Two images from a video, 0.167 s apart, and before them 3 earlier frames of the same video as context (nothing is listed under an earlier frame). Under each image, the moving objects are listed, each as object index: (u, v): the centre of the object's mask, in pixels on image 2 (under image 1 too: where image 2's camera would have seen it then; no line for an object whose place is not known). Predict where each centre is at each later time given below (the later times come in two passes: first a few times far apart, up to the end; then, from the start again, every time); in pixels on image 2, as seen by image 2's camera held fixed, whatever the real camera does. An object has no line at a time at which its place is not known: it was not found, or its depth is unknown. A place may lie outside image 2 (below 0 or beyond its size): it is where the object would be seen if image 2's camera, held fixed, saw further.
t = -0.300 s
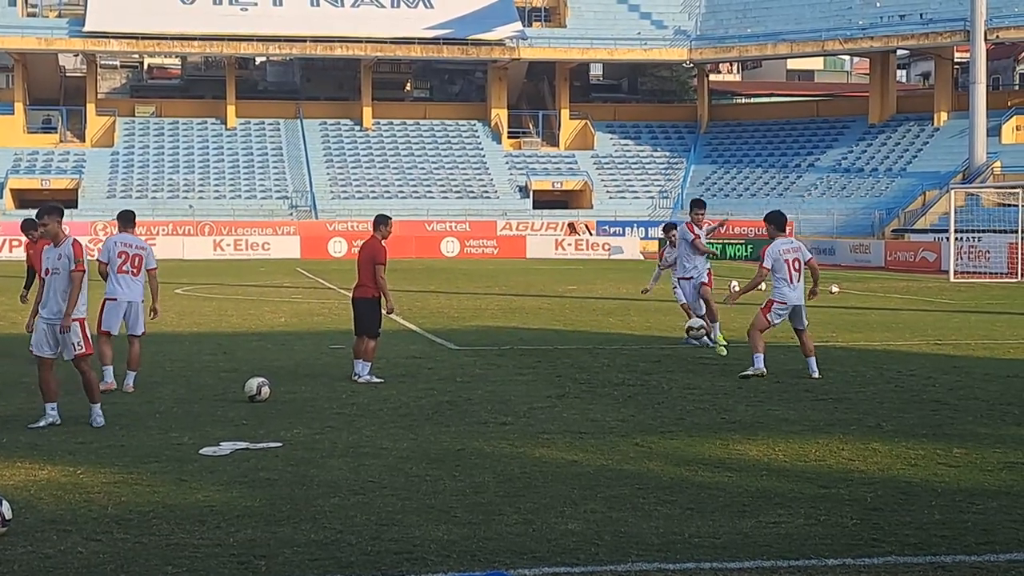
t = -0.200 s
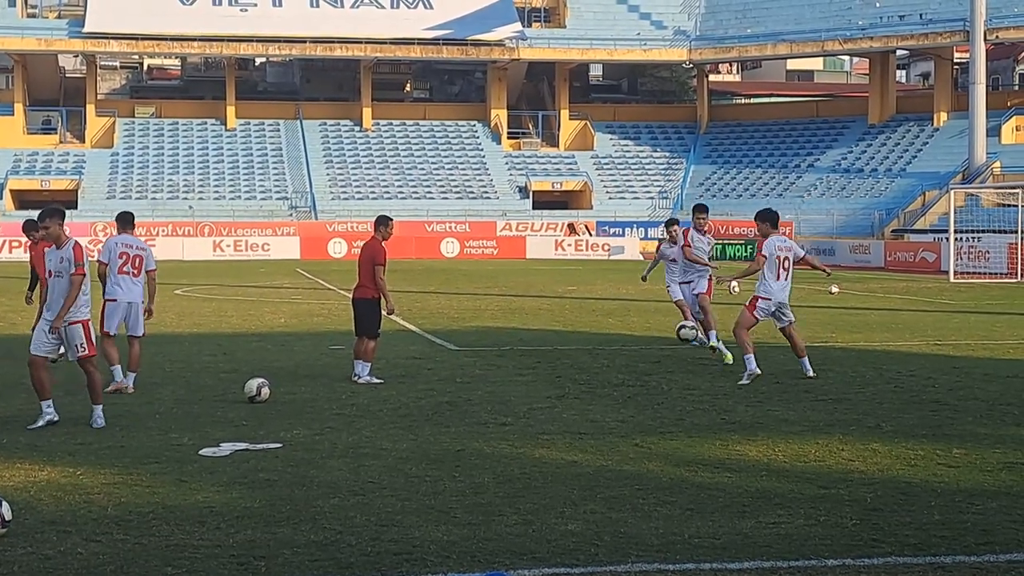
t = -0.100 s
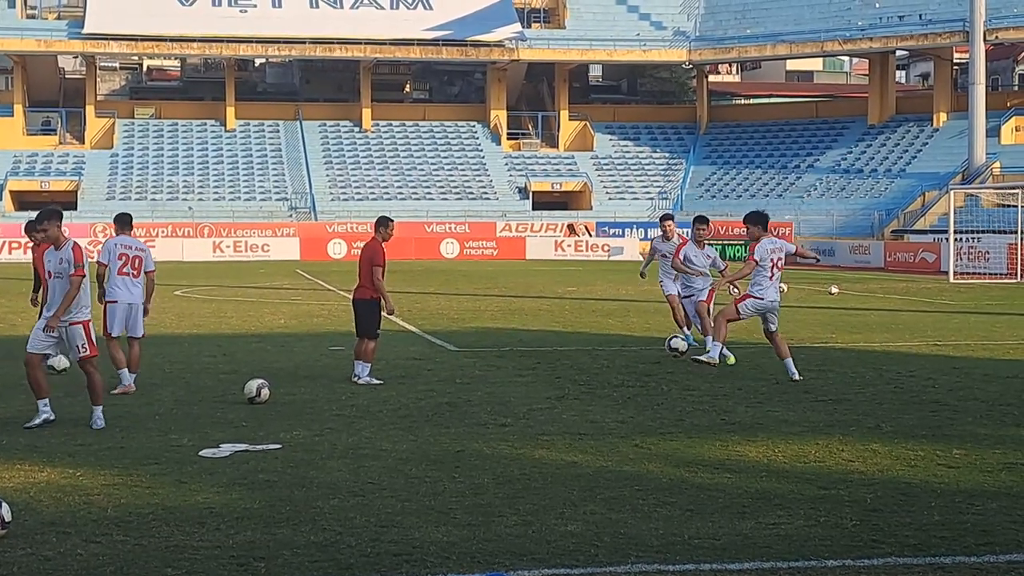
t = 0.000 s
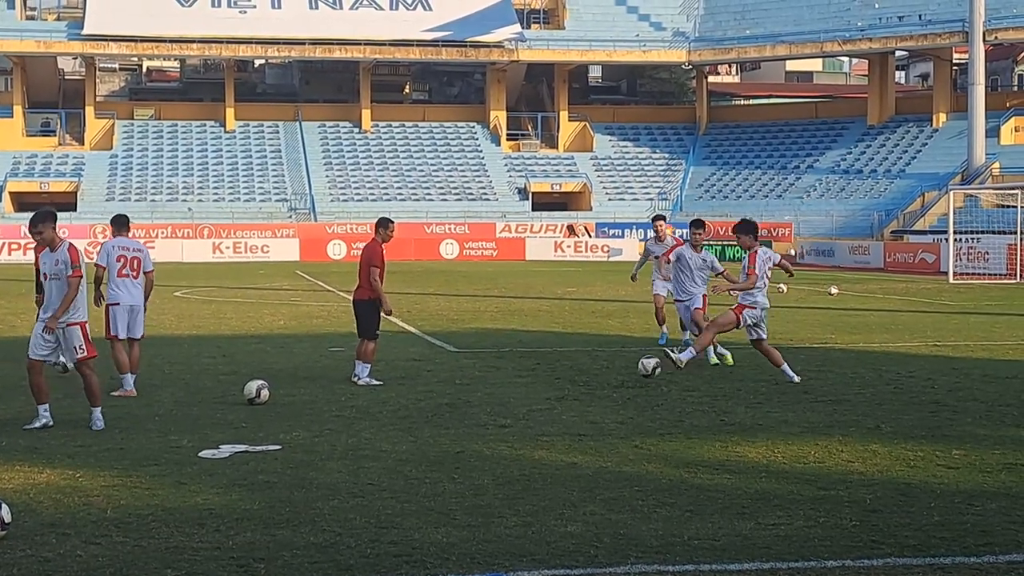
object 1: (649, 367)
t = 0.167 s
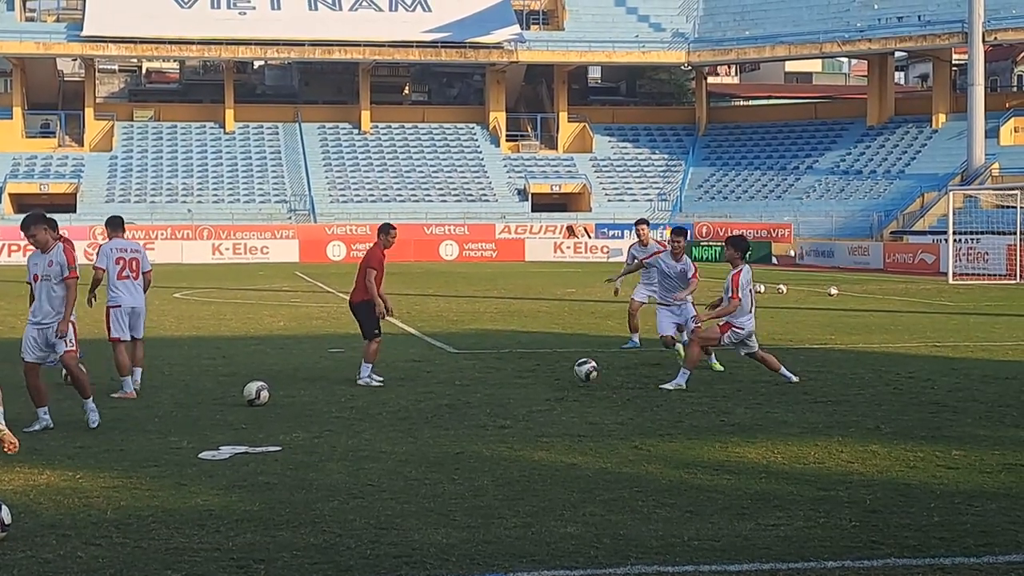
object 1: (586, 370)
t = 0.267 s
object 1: (549, 372)
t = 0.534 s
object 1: (455, 383)
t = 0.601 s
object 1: (432, 383)
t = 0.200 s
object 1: (574, 369)
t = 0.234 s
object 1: (561, 371)
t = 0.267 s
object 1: (549, 372)
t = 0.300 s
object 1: (537, 376)
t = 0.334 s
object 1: (525, 380)
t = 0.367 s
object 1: (513, 380)
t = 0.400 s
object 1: (501, 379)
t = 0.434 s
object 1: (489, 378)
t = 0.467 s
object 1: (477, 378)
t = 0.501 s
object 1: (466, 381)
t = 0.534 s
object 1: (455, 383)
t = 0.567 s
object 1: (443, 385)
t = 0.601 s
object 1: (432, 383)
